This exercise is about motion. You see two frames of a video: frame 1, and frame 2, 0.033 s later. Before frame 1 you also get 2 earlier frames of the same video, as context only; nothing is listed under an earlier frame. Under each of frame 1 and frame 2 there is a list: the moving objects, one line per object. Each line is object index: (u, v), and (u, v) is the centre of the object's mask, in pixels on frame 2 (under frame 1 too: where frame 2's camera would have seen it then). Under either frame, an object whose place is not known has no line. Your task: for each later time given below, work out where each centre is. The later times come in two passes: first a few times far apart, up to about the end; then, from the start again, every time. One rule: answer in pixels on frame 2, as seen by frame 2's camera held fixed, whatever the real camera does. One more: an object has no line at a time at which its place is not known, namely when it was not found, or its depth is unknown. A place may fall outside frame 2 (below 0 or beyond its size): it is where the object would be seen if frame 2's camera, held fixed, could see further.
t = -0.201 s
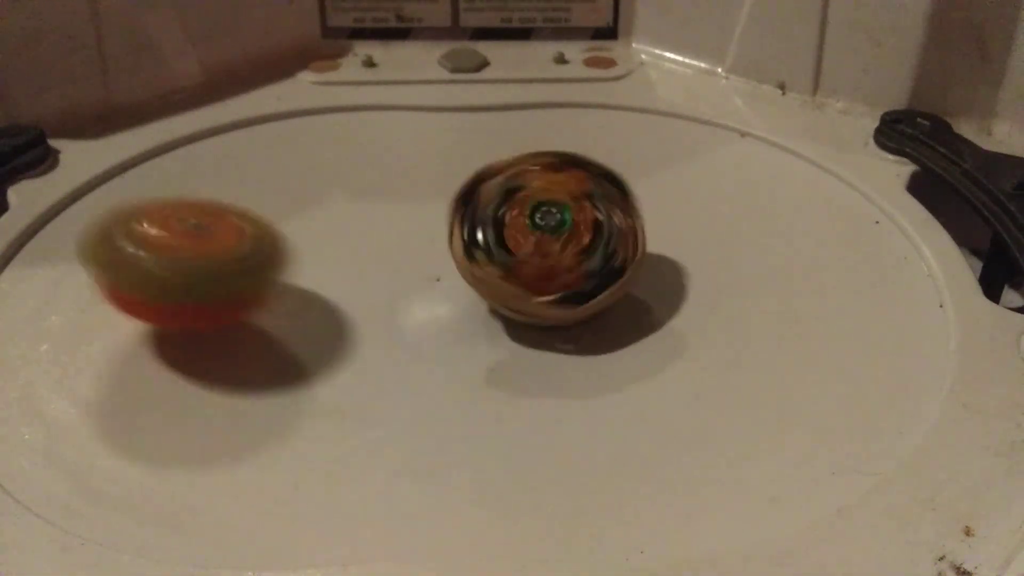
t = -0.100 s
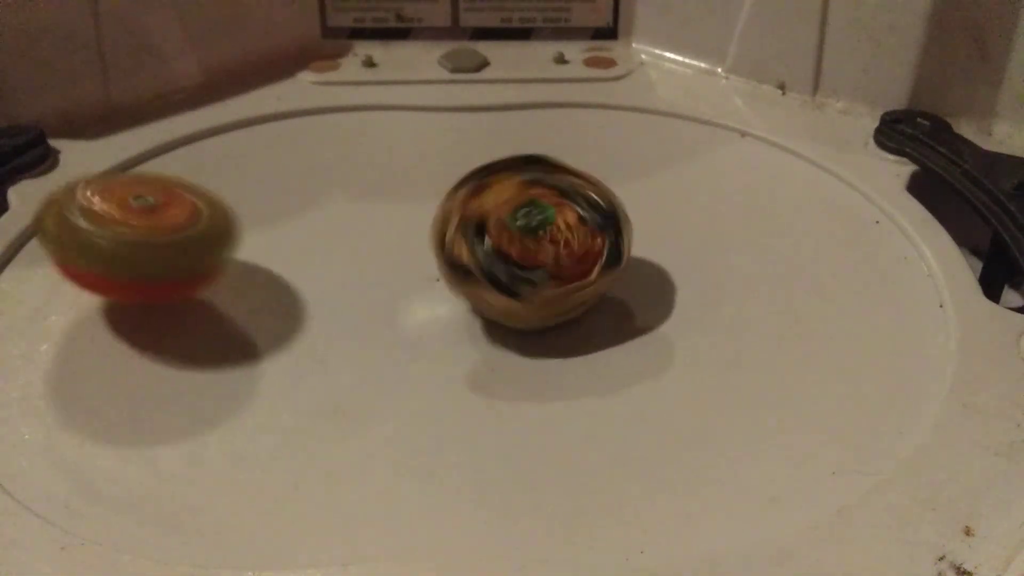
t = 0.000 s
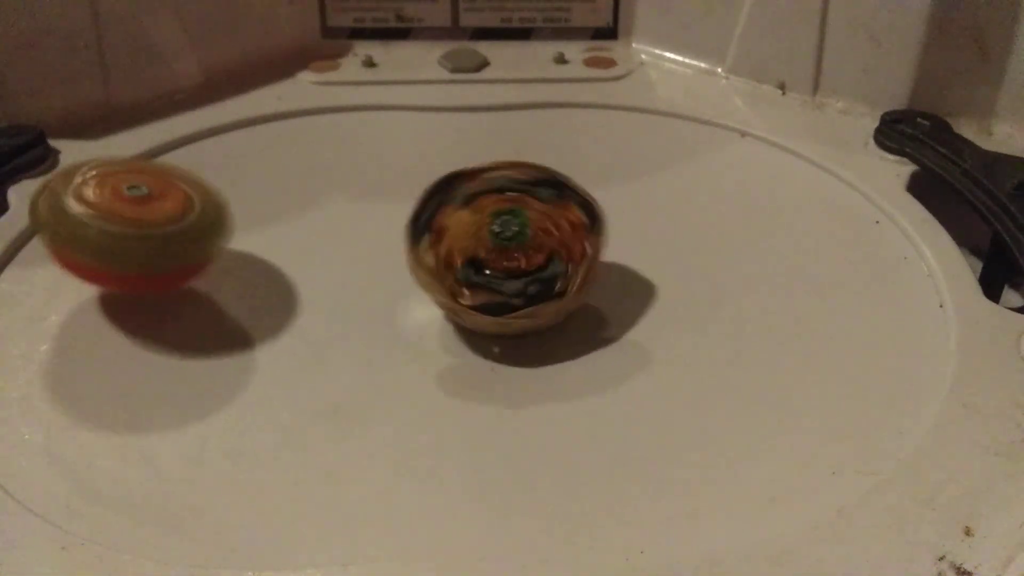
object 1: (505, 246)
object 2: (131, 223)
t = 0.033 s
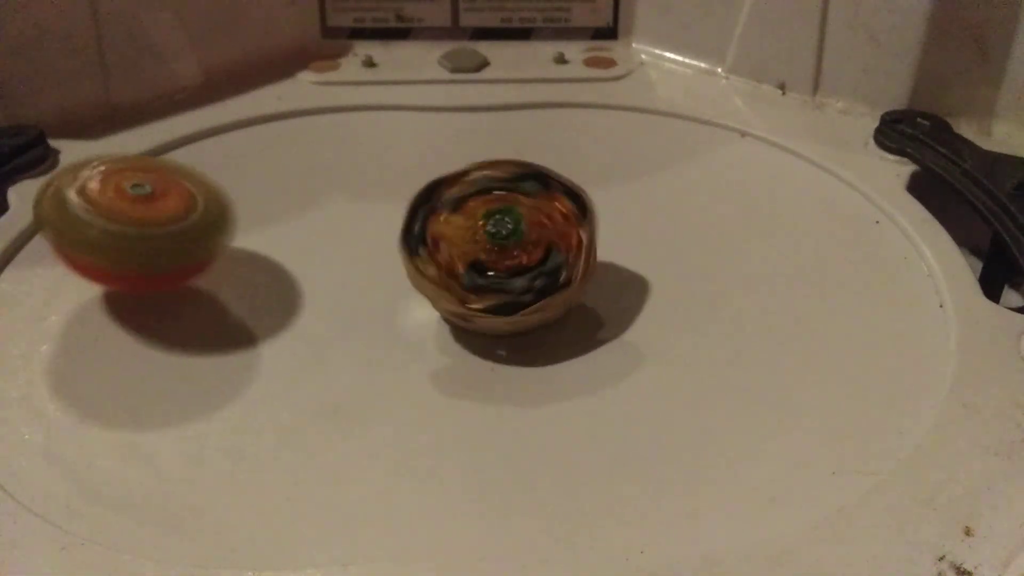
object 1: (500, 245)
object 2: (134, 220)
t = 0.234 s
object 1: (512, 241)
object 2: (206, 217)
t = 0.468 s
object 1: (542, 283)
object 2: (385, 162)
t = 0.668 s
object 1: (552, 351)
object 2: (428, 91)
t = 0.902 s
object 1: (553, 337)
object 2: (466, 142)
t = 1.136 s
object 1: (402, 413)
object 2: (669, 150)
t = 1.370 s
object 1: (188, 406)
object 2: (820, 152)
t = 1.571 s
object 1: (159, 341)
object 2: (828, 217)
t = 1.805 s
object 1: (265, 237)
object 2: (674, 271)
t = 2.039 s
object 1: (461, 176)
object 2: (472, 276)
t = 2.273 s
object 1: (667, 200)
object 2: (325, 277)
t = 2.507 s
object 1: (765, 261)
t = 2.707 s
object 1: (752, 313)
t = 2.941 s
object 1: (634, 360)
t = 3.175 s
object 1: (516, 384)
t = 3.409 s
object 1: (515, 365)
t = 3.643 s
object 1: (568, 338)
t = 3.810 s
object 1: (600, 339)
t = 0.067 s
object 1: (499, 245)
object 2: (140, 219)
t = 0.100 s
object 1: (501, 245)
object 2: (149, 218)
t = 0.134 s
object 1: (505, 245)
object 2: (159, 218)
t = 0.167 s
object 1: (508, 244)
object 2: (172, 217)
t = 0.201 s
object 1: (510, 243)
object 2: (188, 217)
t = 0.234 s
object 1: (512, 241)
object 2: (206, 217)
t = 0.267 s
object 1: (514, 240)
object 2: (229, 215)
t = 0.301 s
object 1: (515, 239)
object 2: (257, 212)
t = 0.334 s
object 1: (515, 239)
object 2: (287, 210)
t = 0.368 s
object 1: (514, 239)
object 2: (320, 206)
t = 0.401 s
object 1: (519, 244)
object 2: (349, 199)
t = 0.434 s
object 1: (532, 264)
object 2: (371, 182)
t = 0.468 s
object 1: (542, 283)
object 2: (385, 162)
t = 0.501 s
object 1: (550, 301)
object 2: (397, 147)
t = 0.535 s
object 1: (553, 313)
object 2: (408, 130)
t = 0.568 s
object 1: (556, 326)
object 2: (416, 115)
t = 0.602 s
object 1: (553, 337)
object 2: (421, 103)
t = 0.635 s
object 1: (553, 346)
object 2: (426, 95)
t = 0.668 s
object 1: (552, 351)
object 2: (428, 91)
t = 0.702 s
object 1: (549, 355)
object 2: (430, 90)
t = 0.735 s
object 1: (547, 356)
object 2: (432, 91)
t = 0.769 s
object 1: (547, 355)
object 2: (435, 95)
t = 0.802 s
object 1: (547, 354)
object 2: (437, 99)
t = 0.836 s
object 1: (546, 352)
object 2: (443, 109)
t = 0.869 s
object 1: (551, 346)
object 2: (454, 124)
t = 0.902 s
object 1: (553, 337)
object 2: (466, 142)
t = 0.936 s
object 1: (554, 328)
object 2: (479, 156)
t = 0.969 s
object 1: (555, 323)
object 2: (496, 176)
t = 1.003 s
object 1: (558, 320)
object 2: (516, 188)
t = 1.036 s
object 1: (552, 324)
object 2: (537, 194)
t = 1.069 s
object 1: (503, 366)
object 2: (591, 180)
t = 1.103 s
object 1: (449, 387)
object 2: (630, 162)
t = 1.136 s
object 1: (402, 413)
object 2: (669, 150)
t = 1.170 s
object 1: (355, 423)
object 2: (703, 145)
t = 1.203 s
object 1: (308, 428)
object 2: (728, 142)
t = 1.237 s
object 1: (271, 426)
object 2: (749, 141)
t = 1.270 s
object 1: (246, 426)
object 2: (767, 139)
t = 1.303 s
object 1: (223, 425)
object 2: (787, 142)
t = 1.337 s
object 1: (202, 415)
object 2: (803, 146)
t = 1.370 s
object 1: (188, 406)
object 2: (820, 152)
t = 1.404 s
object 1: (175, 397)
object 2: (832, 160)
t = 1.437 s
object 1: (168, 390)
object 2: (839, 167)
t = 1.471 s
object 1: (162, 378)
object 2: (844, 179)
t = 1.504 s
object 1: (158, 365)
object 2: (844, 191)
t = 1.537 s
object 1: (157, 353)
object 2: (839, 204)
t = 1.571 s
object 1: (159, 341)
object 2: (828, 217)
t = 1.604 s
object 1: (165, 328)
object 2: (814, 229)
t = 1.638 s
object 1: (174, 311)
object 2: (797, 241)
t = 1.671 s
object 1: (187, 295)
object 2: (775, 251)
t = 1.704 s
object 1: (202, 279)
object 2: (754, 260)
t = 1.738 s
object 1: (219, 265)
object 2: (728, 265)
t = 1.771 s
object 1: (240, 251)
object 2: (701, 269)
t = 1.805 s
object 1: (265, 237)
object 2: (674, 271)
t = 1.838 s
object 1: (287, 223)
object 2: (647, 272)
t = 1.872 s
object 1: (312, 212)
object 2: (618, 272)
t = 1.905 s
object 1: (339, 202)
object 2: (587, 272)
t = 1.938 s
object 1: (368, 193)
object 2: (555, 269)
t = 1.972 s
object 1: (401, 184)
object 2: (519, 269)
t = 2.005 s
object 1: (427, 178)
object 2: (494, 271)
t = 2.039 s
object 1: (461, 176)
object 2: (472, 276)
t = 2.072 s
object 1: (491, 174)
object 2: (444, 280)
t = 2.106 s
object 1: (522, 175)
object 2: (416, 281)
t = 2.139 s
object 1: (557, 176)
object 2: (394, 280)
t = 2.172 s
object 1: (585, 179)
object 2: (373, 281)
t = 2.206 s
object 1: (616, 185)
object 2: (355, 282)
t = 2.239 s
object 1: (639, 191)
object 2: (339, 279)
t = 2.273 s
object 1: (667, 200)
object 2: (325, 277)
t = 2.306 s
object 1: (687, 206)
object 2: (316, 274)
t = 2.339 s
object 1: (707, 213)
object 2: (306, 270)
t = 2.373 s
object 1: (725, 223)
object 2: (299, 264)
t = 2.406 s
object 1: (737, 233)
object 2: (294, 257)
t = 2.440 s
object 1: (748, 243)
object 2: (294, 250)
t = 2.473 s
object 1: (759, 251)
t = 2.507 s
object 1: (765, 261)
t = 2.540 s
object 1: (768, 271)
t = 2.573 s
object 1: (768, 277)
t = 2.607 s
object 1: (766, 284)
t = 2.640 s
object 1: (762, 297)
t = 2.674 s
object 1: (758, 304)
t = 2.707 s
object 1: (752, 313)
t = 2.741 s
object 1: (741, 321)
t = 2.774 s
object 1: (730, 328)
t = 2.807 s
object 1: (715, 334)
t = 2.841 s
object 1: (698, 342)
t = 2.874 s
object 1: (684, 347)
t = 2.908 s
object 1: (661, 356)
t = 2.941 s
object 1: (634, 360)
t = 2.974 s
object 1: (610, 360)
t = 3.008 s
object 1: (580, 364)
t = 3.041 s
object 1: (565, 375)
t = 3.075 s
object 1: (545, 381)
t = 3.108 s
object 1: (533, 384)
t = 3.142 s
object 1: (523, 384)
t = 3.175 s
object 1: (516, 384)
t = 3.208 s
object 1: (511, 384)
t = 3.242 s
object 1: (507, 383)
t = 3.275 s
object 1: (506, 381)
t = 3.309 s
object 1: (507, 379)
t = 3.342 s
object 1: (507, 377)
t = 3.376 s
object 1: (510, 374)
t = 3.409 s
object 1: (515, 365)
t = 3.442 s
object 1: (524, 358)
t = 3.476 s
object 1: (533, 350)
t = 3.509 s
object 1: (546, 347)
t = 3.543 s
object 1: (552, 344)
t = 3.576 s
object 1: (555, 341)
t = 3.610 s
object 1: (561, 339)
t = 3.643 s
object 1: (568, 338)
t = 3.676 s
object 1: (574, 338)
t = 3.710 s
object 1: (580, 338)
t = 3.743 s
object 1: (587, 339)
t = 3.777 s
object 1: (595, 339)
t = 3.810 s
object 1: (600, 339)
